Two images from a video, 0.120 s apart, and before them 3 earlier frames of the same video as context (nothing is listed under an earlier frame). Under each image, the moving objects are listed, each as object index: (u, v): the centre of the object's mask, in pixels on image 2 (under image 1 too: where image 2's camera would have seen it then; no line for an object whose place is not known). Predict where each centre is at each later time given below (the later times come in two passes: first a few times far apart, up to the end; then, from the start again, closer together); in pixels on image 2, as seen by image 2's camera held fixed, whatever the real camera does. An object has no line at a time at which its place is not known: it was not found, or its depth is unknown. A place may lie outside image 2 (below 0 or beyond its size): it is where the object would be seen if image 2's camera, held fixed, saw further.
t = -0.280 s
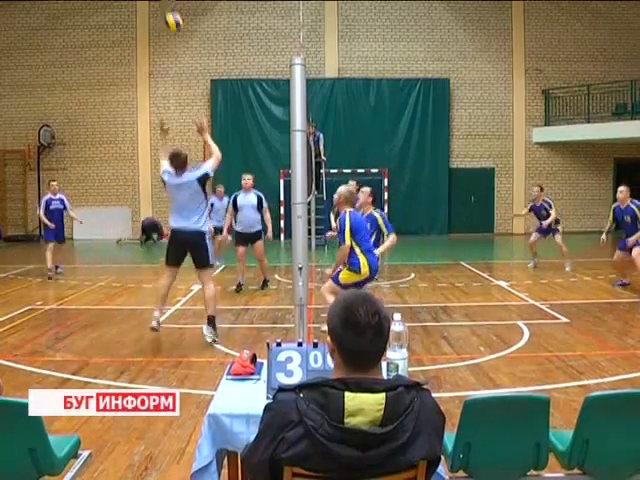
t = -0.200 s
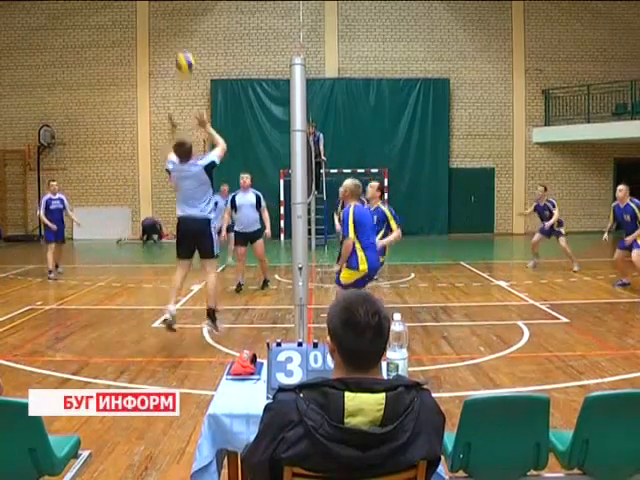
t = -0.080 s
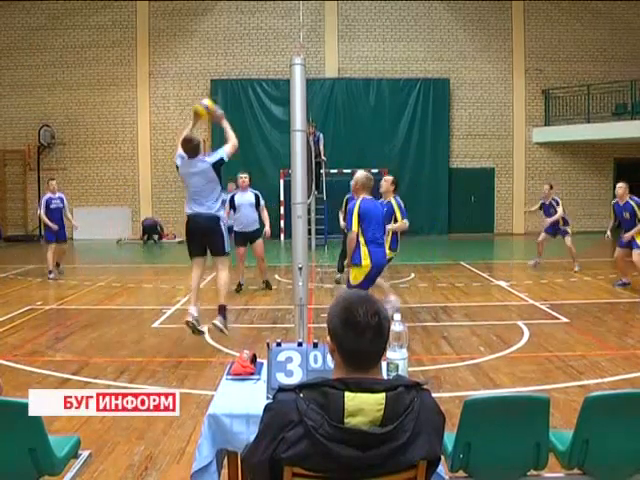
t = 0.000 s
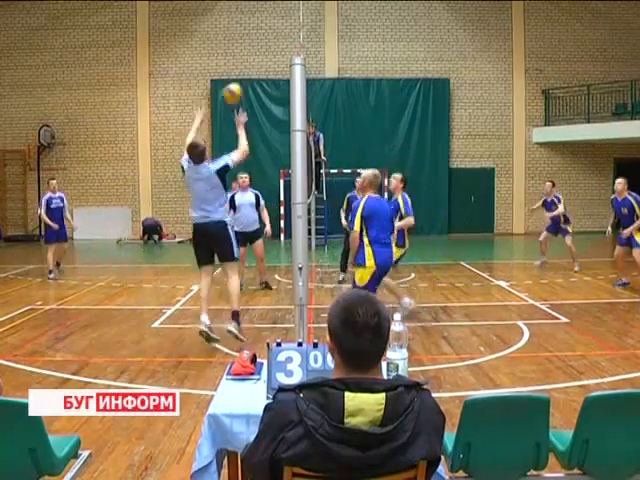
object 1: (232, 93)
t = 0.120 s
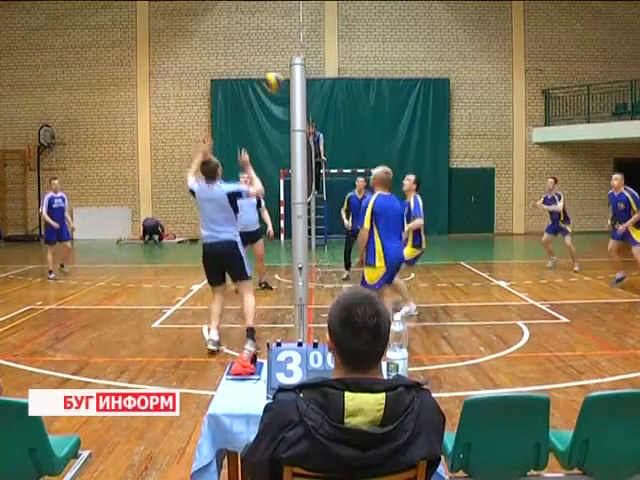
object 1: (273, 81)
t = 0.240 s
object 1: (311, 84)
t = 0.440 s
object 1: (360, 111)
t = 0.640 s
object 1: (401, 160)
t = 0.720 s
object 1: (415, 186)
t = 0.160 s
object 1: (283, 80)
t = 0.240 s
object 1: (311, 84)
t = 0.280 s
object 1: (319, 87)
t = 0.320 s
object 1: (330, 91)
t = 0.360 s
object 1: (340, 96)
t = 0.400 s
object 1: (351, 103)
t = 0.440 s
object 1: (360, 111)
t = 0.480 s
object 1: (368, 119)
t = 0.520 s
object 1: (377, 128)
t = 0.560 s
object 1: (385, 138)
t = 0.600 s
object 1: (392, 150)
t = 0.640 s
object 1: (401, 160)
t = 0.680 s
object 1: (408, 173)
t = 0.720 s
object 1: (415, 186)
